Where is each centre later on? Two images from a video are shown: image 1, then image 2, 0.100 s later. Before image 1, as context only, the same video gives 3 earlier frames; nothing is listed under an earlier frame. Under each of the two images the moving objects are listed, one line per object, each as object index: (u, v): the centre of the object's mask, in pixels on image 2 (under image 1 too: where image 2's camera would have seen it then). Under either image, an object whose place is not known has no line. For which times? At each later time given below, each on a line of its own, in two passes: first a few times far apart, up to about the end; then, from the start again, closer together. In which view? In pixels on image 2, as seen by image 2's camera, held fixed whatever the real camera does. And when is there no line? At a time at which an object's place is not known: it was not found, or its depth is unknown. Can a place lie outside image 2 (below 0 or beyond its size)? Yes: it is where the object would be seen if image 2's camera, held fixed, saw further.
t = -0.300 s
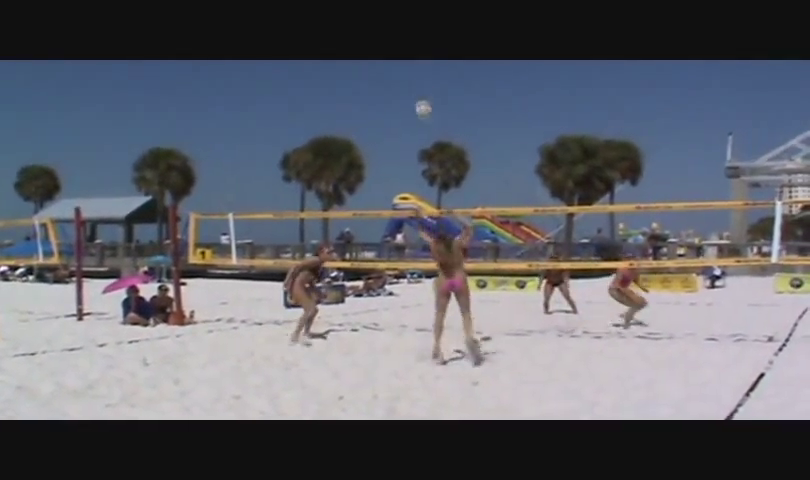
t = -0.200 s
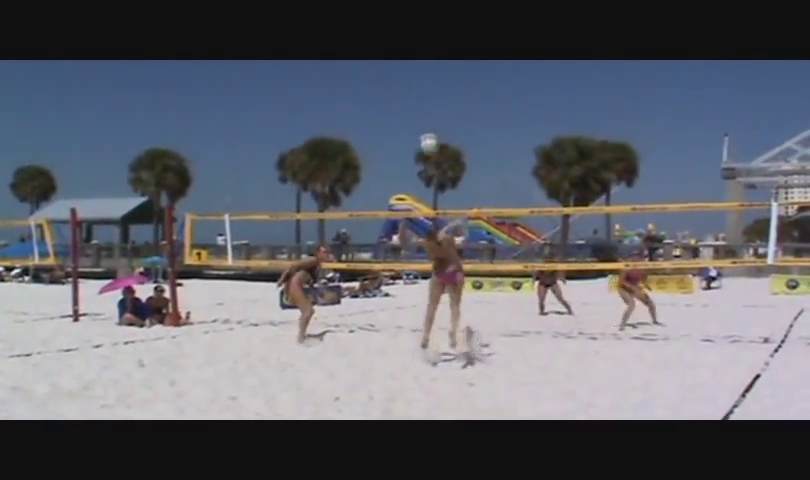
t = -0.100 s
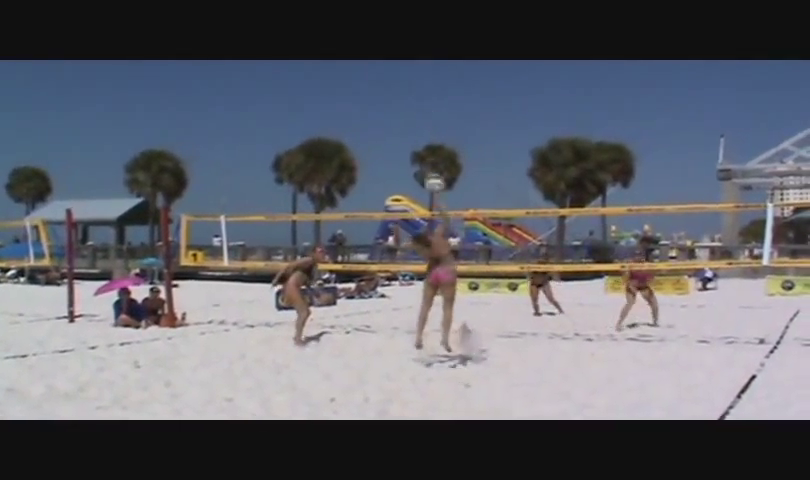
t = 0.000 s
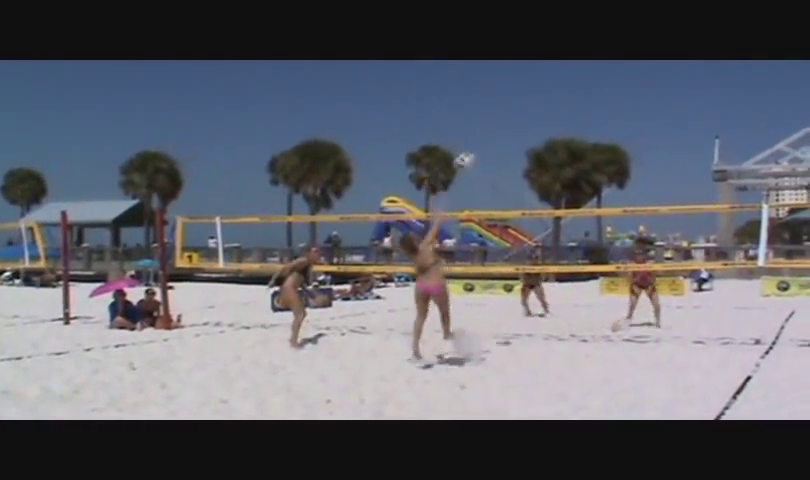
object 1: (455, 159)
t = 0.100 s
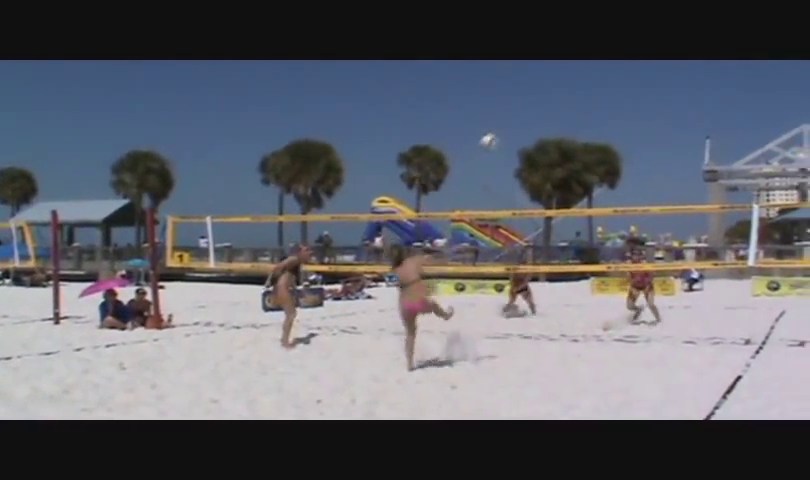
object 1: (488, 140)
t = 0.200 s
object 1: (517, 130)
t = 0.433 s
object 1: (573, 129)
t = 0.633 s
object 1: (607, 151)
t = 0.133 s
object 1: (499, 137)
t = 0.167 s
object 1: (508, 133)
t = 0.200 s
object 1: (517, 130)
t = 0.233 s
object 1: (526, 128)
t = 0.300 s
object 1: (542, 126)
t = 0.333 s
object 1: (549, 125)
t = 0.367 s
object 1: (558, 126)
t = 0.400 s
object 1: (566, 128)
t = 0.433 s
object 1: (573, 129)
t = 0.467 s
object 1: (578, 131)
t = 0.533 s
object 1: (590, 138)
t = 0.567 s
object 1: (595, 142)
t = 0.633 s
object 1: (607, 151)
